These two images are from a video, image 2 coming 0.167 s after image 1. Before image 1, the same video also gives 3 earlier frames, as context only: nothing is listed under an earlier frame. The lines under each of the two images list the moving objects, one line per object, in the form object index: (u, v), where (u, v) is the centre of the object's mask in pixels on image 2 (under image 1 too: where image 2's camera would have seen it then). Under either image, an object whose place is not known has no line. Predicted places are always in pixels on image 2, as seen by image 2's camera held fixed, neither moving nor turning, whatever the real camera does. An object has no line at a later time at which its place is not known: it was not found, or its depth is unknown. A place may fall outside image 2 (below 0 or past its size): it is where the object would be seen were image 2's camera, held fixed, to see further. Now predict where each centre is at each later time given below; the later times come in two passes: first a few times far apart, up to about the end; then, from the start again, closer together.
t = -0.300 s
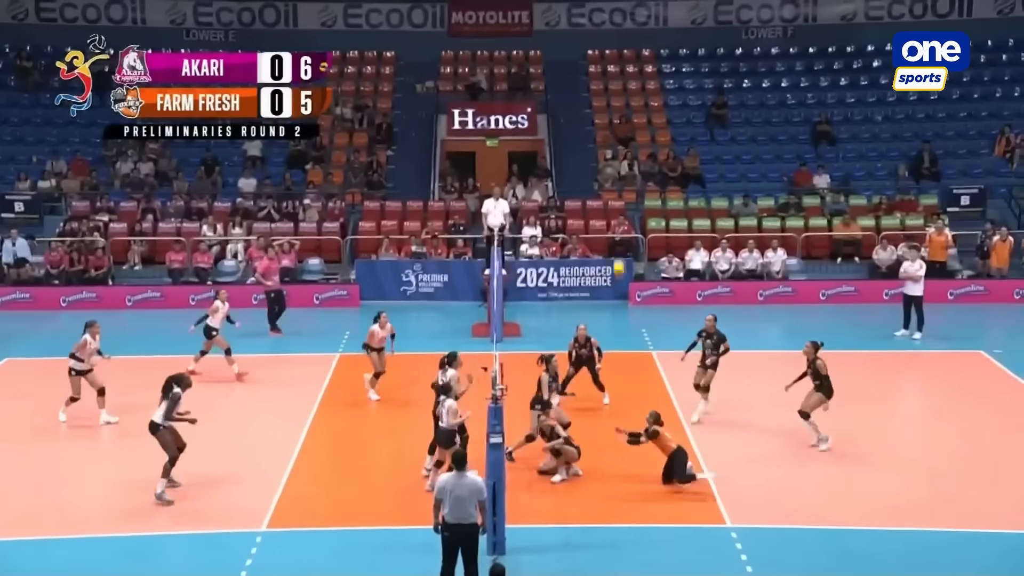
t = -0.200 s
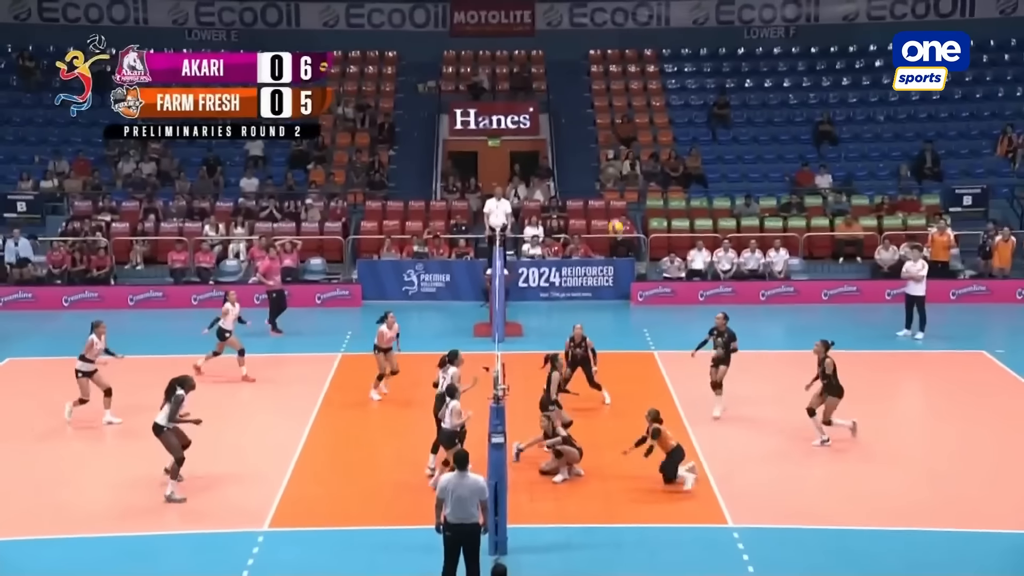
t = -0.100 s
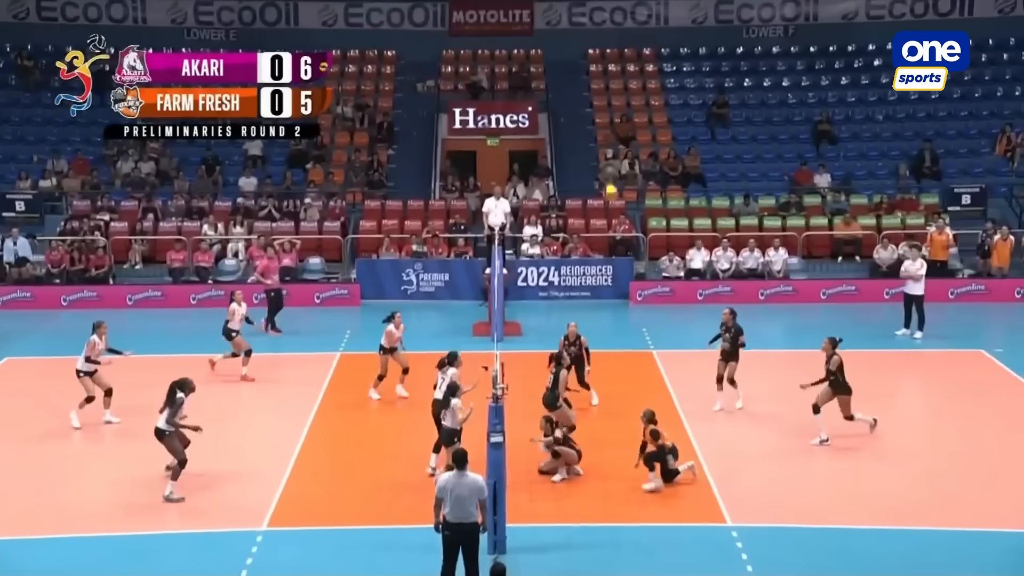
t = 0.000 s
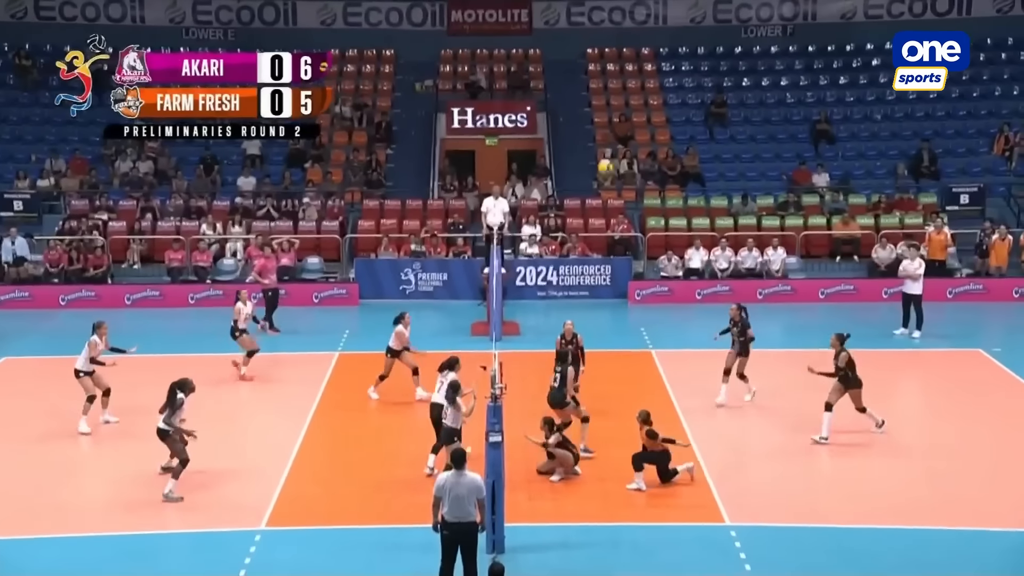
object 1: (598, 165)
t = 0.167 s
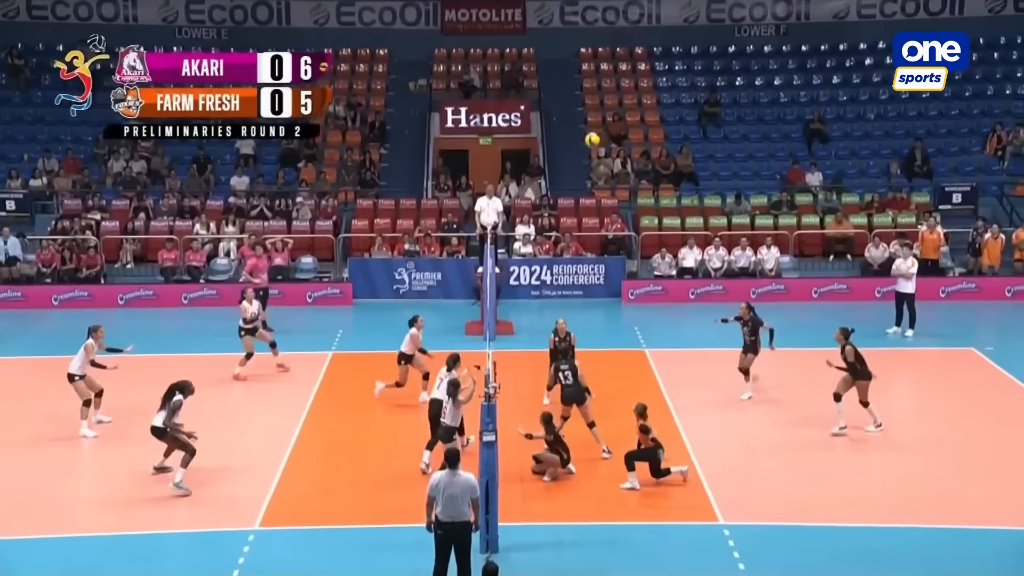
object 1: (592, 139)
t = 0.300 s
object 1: (588, 133)
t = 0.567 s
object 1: (578, 152)
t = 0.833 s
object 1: (568, 213)
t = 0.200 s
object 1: (591, 137)
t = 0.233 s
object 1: (590, 135)
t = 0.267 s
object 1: (589, 134)
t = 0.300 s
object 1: (588, 133)
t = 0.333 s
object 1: (586, 133)
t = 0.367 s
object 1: (585, 134)
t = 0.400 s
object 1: (583, 134)
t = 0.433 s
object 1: (583, 137)
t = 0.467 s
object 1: (582, 140)
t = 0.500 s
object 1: (580, 143)
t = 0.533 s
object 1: (579, 147)
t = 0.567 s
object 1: (578, 152)
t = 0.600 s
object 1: (577, 158)
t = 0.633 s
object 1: (575, 164)
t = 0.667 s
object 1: (574, 171)
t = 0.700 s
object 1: (573, 178)
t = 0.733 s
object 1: (572, 186)
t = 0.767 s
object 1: (570, 194)
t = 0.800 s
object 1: (569, 203)
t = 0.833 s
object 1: (568, 213)
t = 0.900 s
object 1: (565, 233)
